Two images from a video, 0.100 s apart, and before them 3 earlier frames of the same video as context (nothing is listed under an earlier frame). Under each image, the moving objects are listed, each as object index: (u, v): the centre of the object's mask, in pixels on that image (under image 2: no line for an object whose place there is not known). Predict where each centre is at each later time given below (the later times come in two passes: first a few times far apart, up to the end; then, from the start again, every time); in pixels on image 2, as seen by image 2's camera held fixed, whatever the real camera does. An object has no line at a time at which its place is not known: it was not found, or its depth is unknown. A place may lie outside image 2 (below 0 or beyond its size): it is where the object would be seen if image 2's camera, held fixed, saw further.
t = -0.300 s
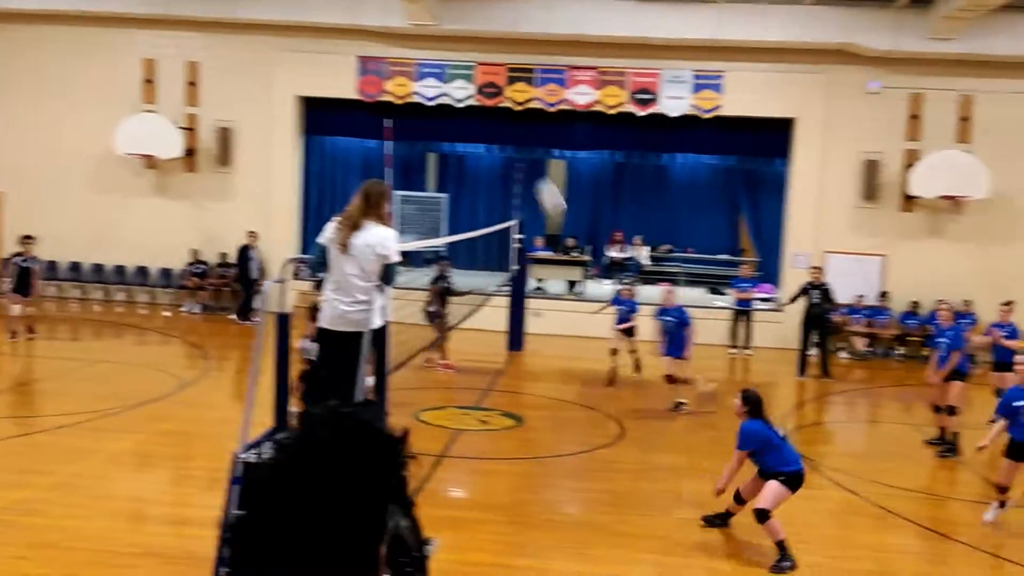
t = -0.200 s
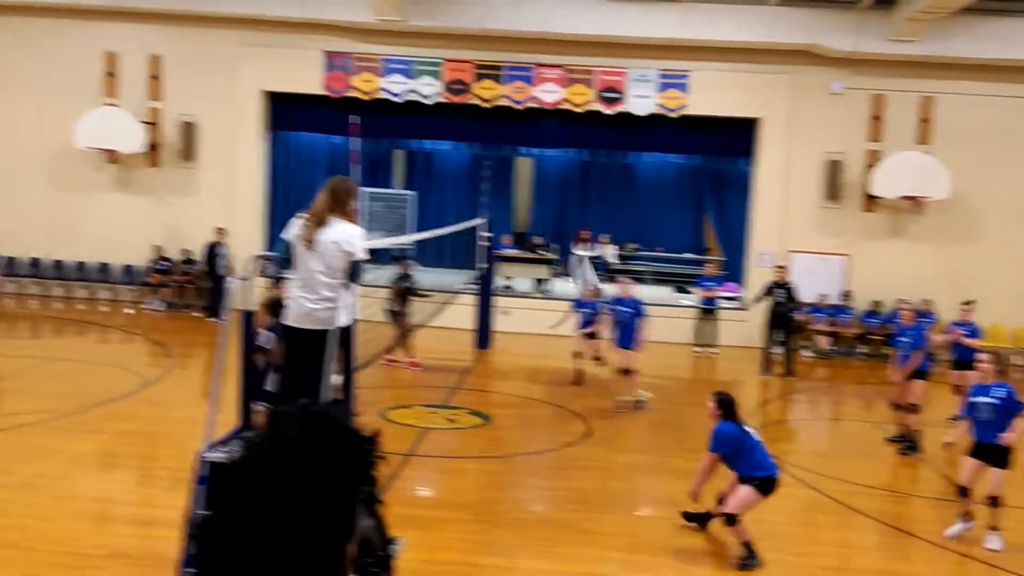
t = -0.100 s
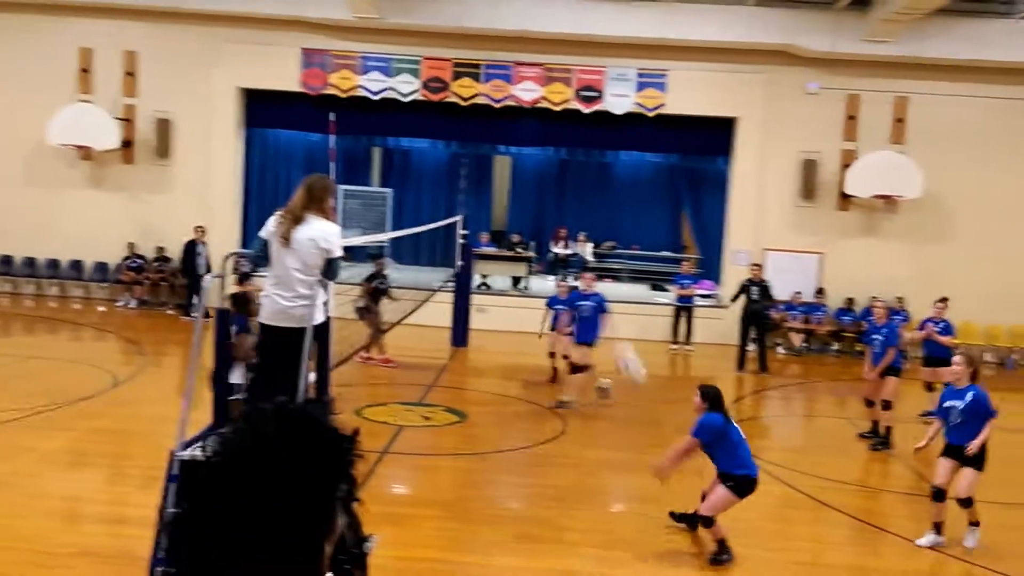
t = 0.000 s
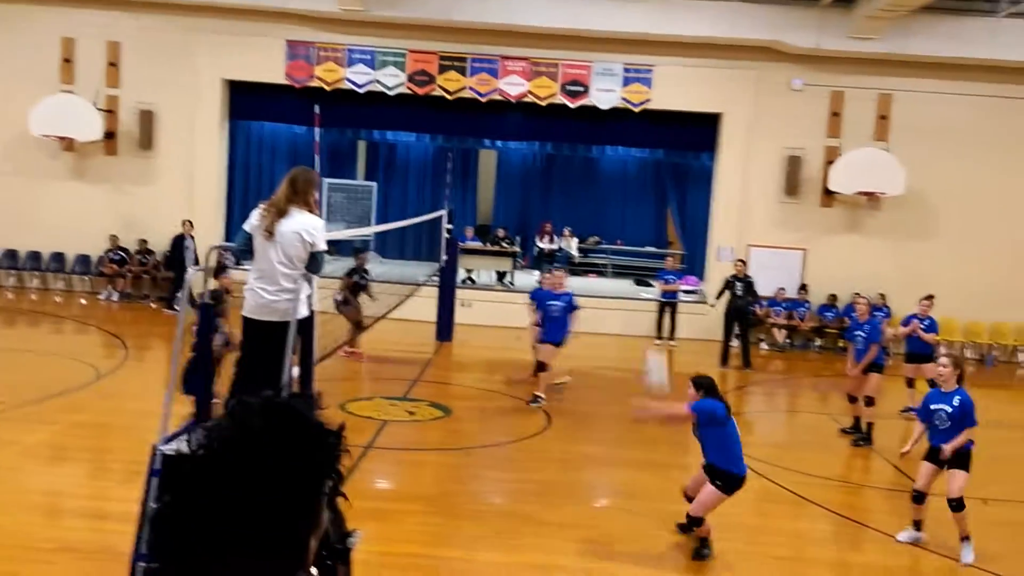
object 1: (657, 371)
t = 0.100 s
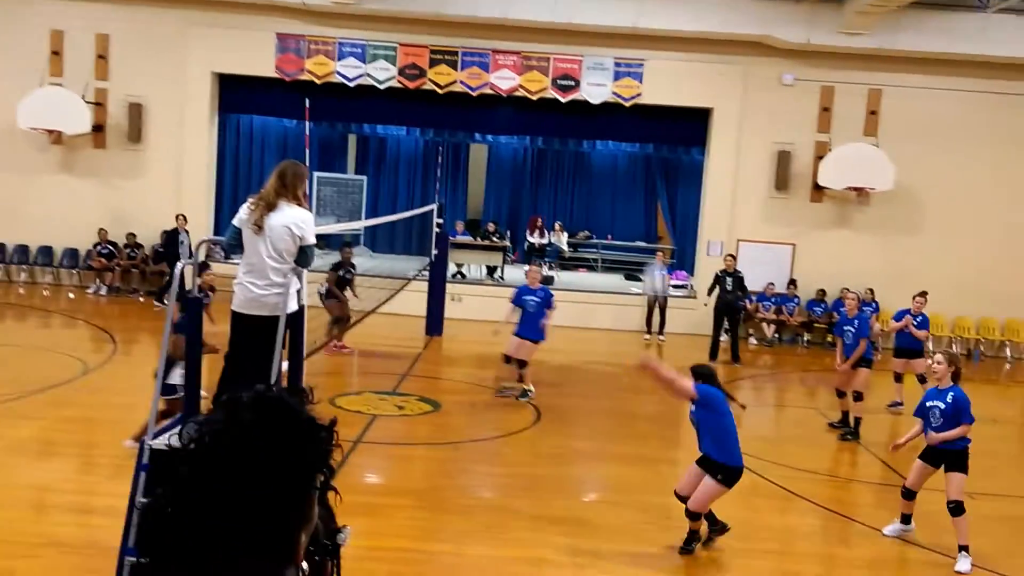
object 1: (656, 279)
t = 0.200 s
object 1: (663, 217)
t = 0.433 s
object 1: (675, 133)
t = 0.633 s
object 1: (680, 117)
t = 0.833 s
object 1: (680, 143)
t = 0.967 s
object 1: (679, 177)
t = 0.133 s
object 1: (658, 257)
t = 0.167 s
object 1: (661, 235)
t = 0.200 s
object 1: (663, 217)
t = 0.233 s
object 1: (665, 199)
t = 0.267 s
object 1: (667, 185)
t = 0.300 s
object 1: (668, 171)
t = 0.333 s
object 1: (670, 159)
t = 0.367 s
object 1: (672, 149)
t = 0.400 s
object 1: (673, 141)
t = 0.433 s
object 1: (675, 133)
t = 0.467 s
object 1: (676, 127)
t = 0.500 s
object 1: (677, 122)
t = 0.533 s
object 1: (678, 119)
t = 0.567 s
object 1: (678, 117)
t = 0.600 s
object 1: (679, 116)
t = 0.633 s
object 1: (680, 117)
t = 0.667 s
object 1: (680, 119)
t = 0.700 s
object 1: (680, 121)
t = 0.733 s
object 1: (680, 126)
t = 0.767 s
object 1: (680, 130)
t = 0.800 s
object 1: (680, 136)
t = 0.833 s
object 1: (680, 143)
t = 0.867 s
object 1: (681, 151)
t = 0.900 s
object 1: (680, 159)
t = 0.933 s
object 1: (680, 168)
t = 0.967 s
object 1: (679, 177)
